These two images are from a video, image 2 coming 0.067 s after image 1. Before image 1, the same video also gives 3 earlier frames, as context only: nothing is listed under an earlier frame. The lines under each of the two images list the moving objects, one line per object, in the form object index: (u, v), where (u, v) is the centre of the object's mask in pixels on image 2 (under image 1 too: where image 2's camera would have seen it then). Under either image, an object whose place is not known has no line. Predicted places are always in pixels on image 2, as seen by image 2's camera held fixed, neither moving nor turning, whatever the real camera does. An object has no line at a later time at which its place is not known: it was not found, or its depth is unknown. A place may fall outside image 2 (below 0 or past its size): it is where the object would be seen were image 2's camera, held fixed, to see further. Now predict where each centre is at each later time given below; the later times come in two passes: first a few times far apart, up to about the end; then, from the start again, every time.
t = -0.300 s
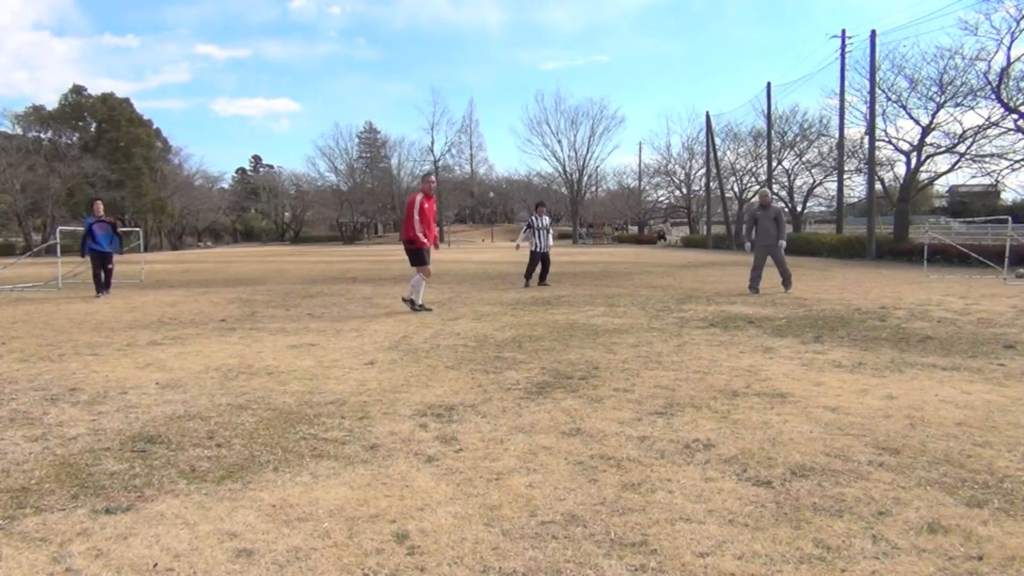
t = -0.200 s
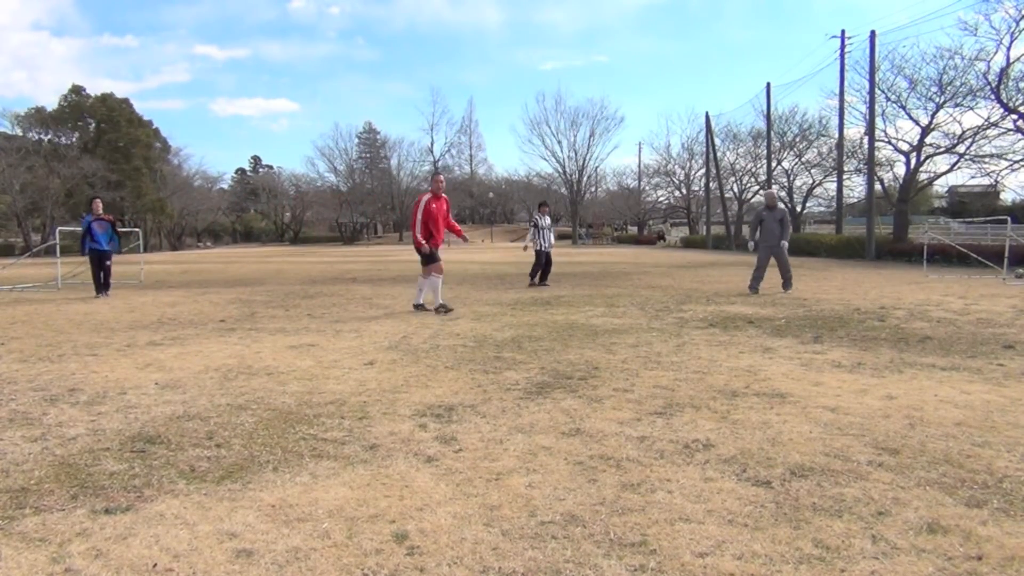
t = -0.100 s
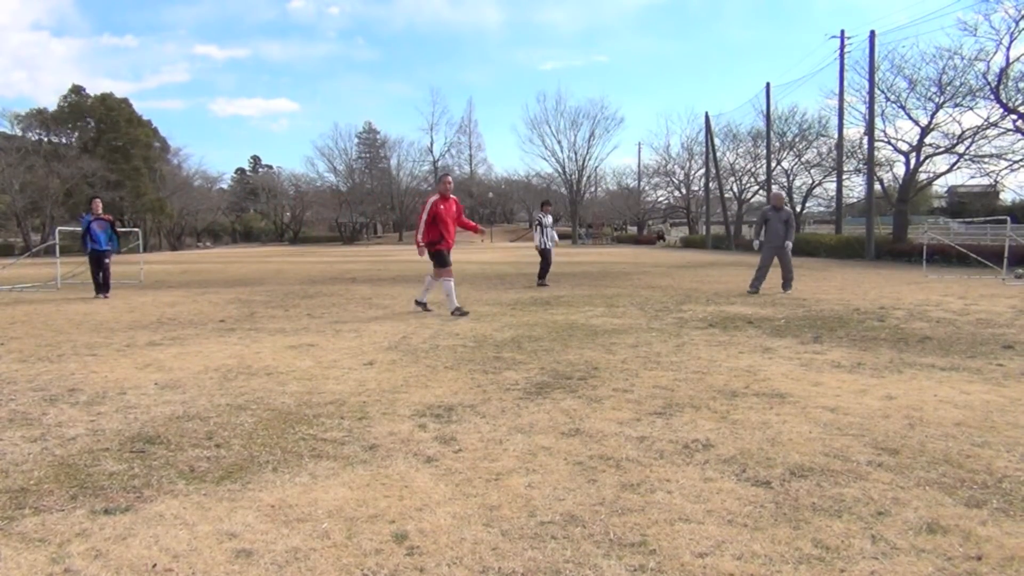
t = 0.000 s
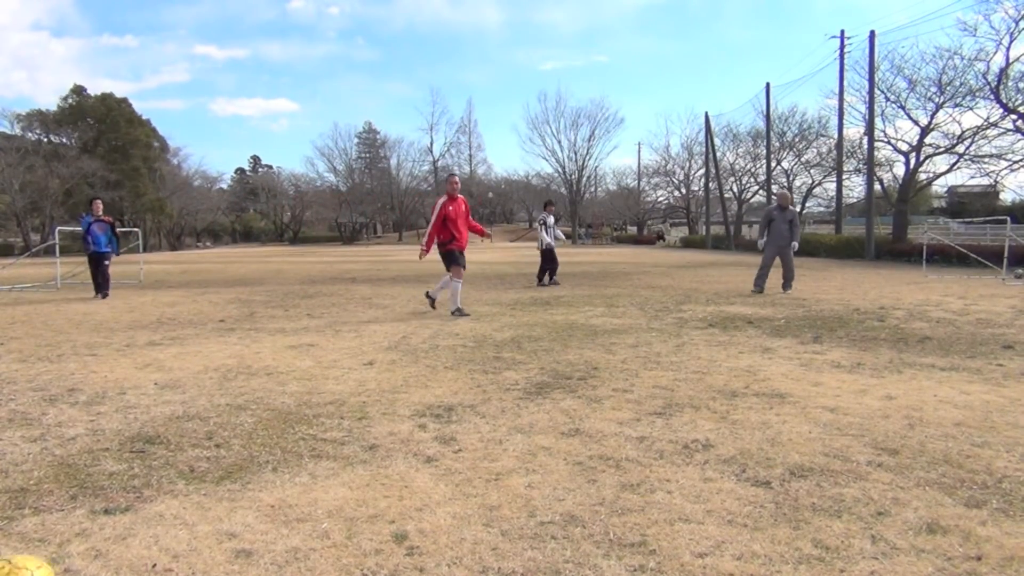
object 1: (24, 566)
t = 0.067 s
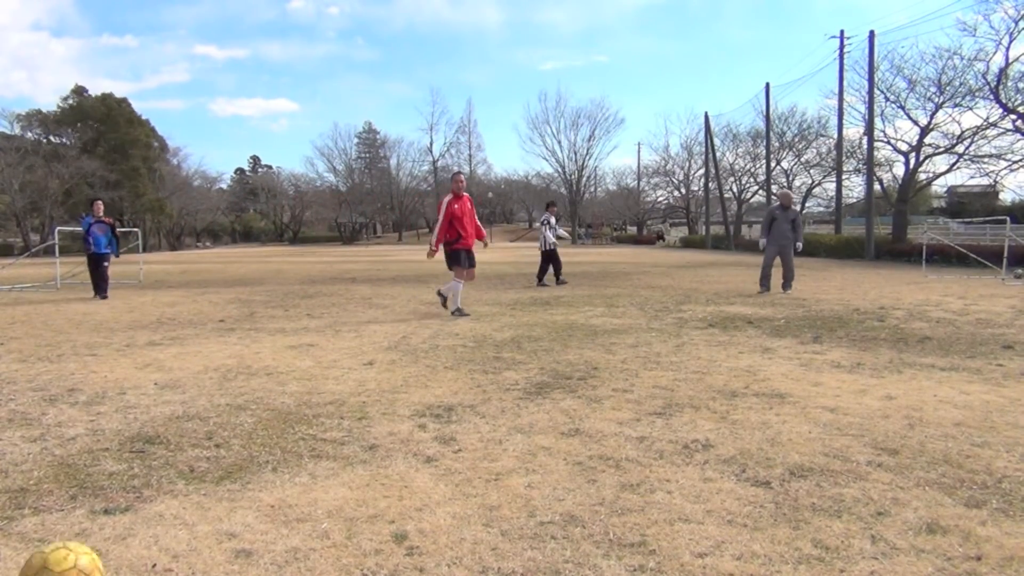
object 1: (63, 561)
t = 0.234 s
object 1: (135, 545)
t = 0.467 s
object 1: (202, 514)
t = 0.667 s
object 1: (248, 491)
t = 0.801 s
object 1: (276, 479)
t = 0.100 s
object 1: (80, 556)
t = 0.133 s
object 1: (95, 552)
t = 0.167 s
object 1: (110, 550)
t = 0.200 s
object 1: (123, 547)
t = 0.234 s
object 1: (135, 545)
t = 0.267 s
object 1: (145, 540)
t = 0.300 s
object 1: (156, 534)
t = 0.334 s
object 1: (166, 529)
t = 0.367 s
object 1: (175, 526)
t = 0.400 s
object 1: (185, 522)
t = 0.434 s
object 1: (194, 517)
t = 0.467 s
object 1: (202, 514)
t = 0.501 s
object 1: (210, 509)
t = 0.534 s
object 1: (218, 506)
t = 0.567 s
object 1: (226, 503)
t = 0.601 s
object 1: (234, 499)
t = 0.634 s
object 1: (242, 494)
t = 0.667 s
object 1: (248, 491)
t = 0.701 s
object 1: (256, 489)
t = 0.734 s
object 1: (262, 486)
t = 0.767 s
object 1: (269, 482)
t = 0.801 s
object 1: (276, 479)
